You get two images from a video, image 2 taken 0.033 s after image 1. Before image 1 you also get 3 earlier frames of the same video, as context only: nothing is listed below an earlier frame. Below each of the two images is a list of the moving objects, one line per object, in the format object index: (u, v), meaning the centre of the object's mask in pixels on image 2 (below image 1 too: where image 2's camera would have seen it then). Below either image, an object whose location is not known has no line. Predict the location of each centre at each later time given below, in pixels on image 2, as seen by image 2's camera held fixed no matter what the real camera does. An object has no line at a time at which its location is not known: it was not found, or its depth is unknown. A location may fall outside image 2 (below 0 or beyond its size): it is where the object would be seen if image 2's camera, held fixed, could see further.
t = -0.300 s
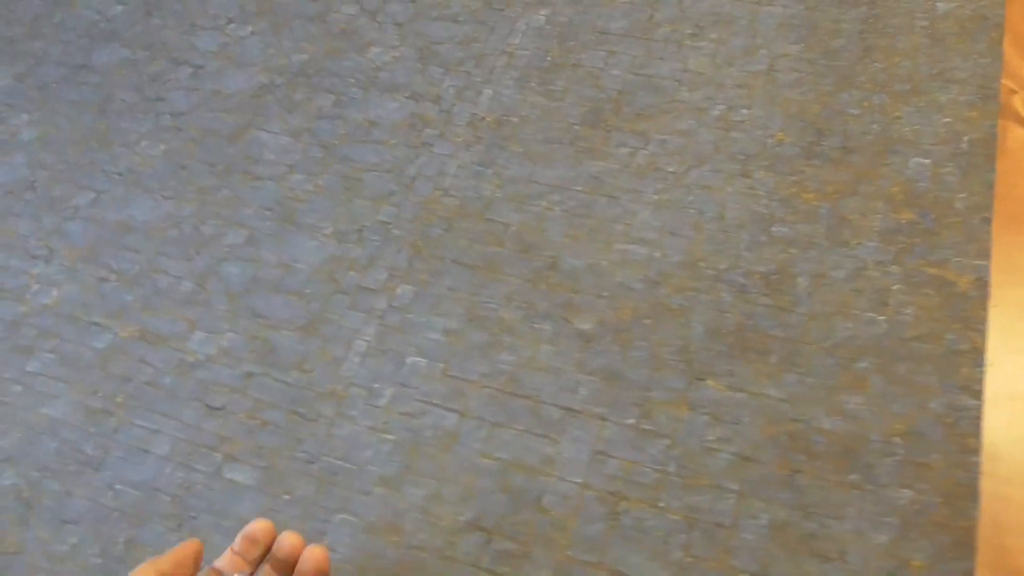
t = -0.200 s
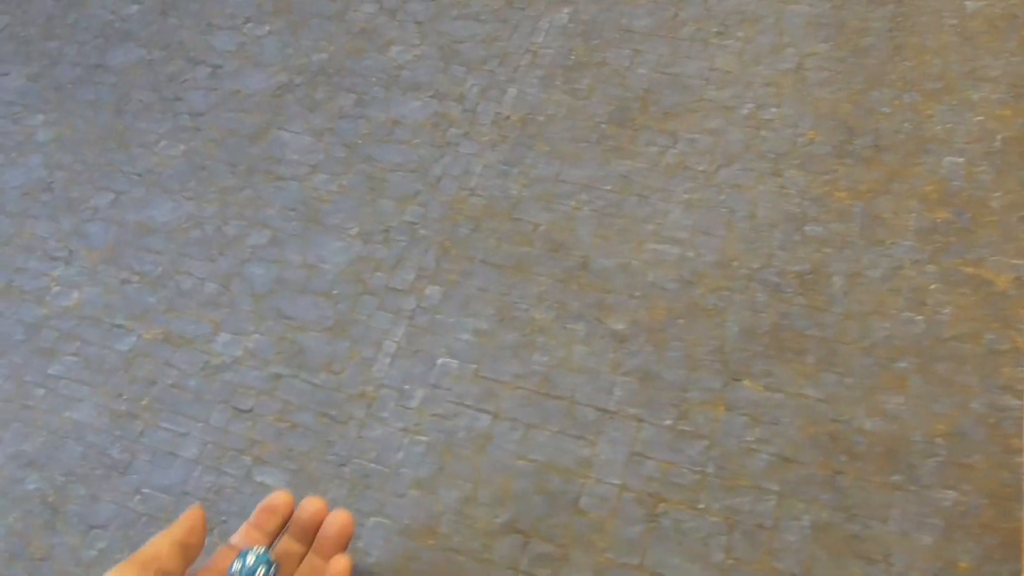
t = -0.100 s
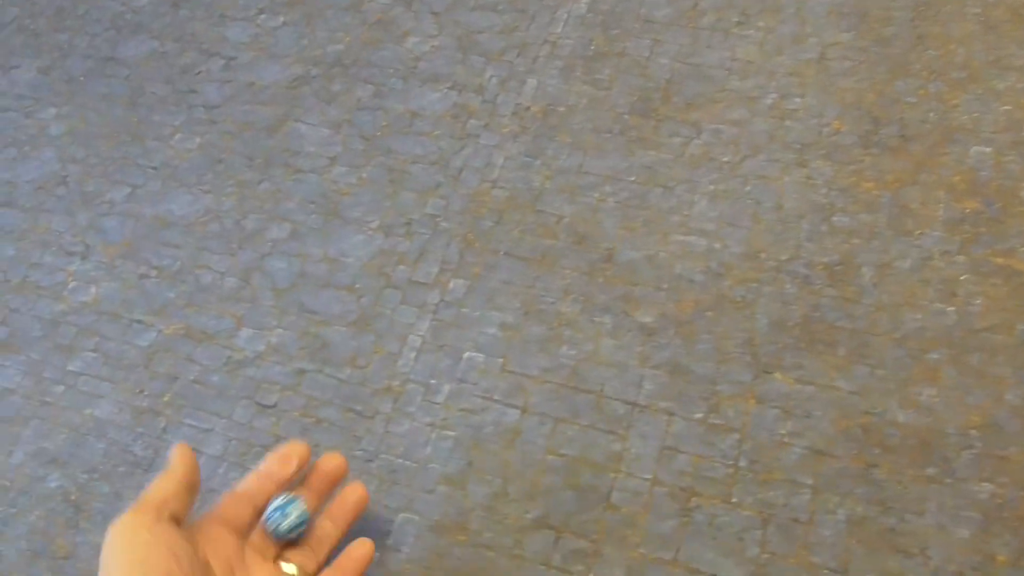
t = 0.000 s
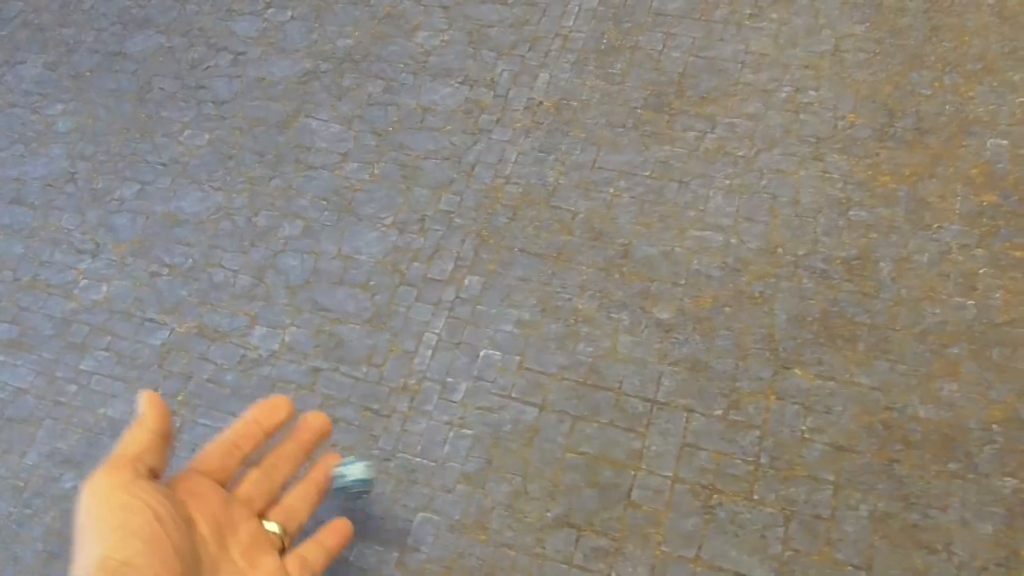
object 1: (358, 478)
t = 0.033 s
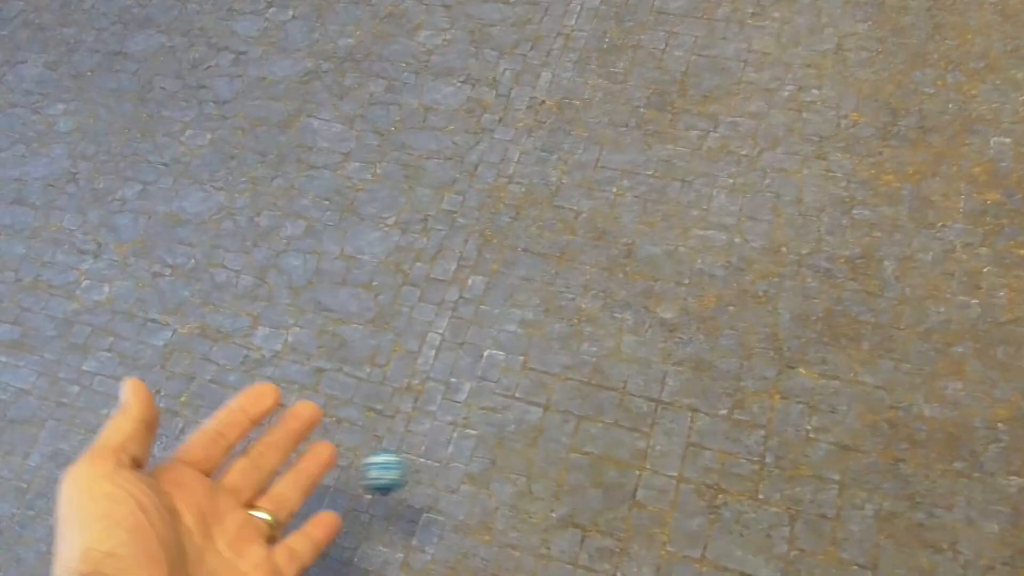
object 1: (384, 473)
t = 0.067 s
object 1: (415, 481)
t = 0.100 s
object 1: (438, 478)
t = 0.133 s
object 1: (459, 478)
